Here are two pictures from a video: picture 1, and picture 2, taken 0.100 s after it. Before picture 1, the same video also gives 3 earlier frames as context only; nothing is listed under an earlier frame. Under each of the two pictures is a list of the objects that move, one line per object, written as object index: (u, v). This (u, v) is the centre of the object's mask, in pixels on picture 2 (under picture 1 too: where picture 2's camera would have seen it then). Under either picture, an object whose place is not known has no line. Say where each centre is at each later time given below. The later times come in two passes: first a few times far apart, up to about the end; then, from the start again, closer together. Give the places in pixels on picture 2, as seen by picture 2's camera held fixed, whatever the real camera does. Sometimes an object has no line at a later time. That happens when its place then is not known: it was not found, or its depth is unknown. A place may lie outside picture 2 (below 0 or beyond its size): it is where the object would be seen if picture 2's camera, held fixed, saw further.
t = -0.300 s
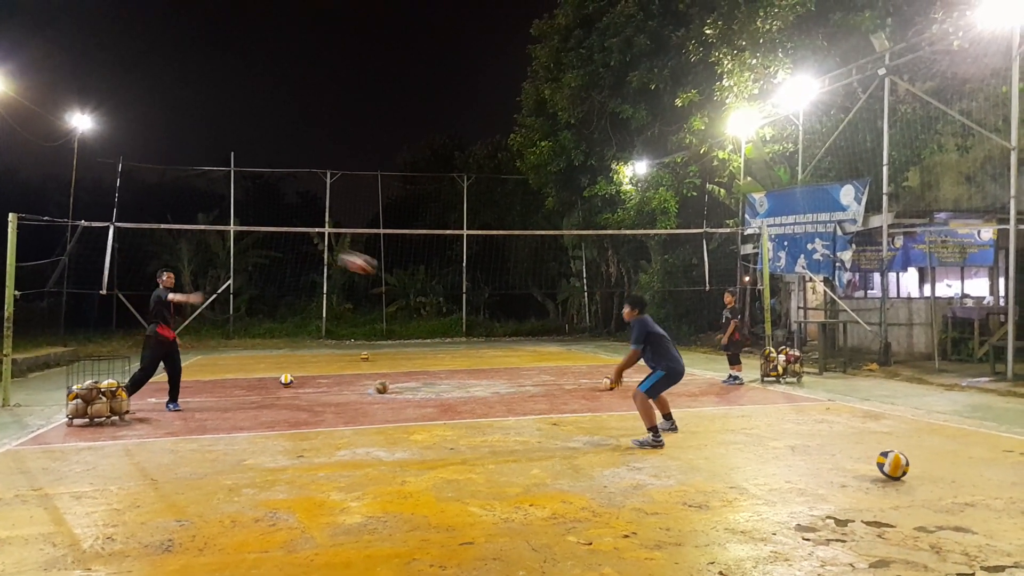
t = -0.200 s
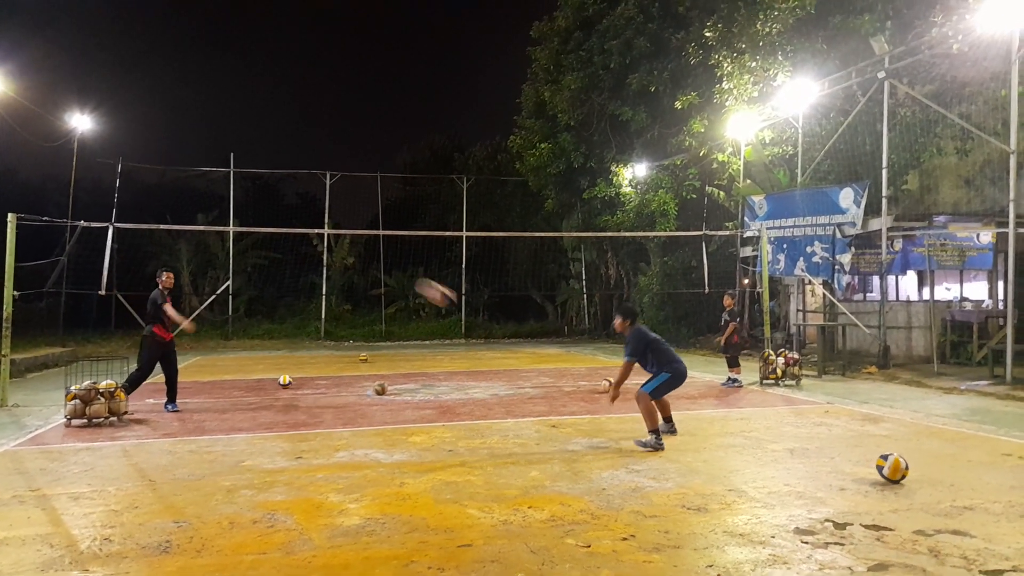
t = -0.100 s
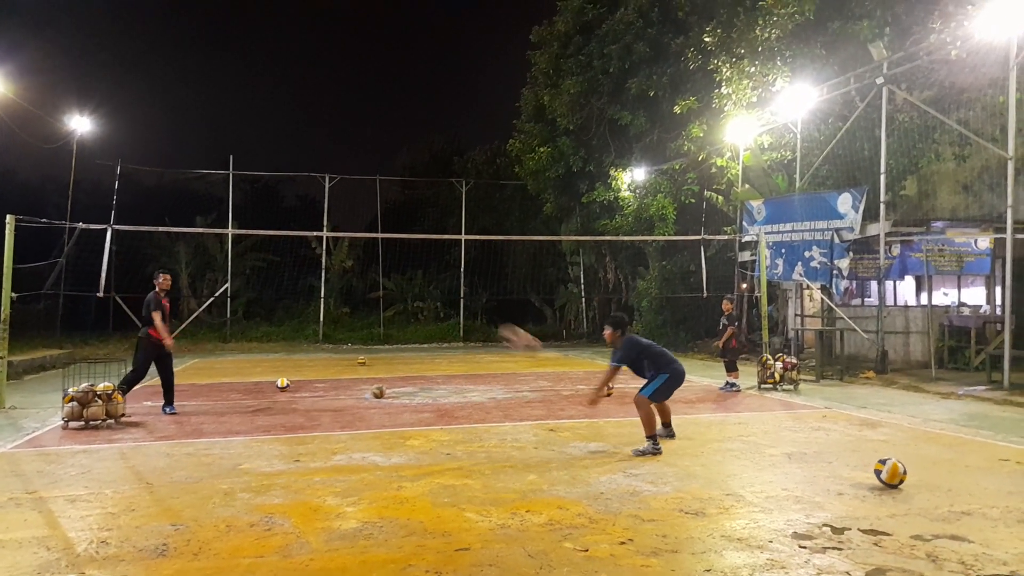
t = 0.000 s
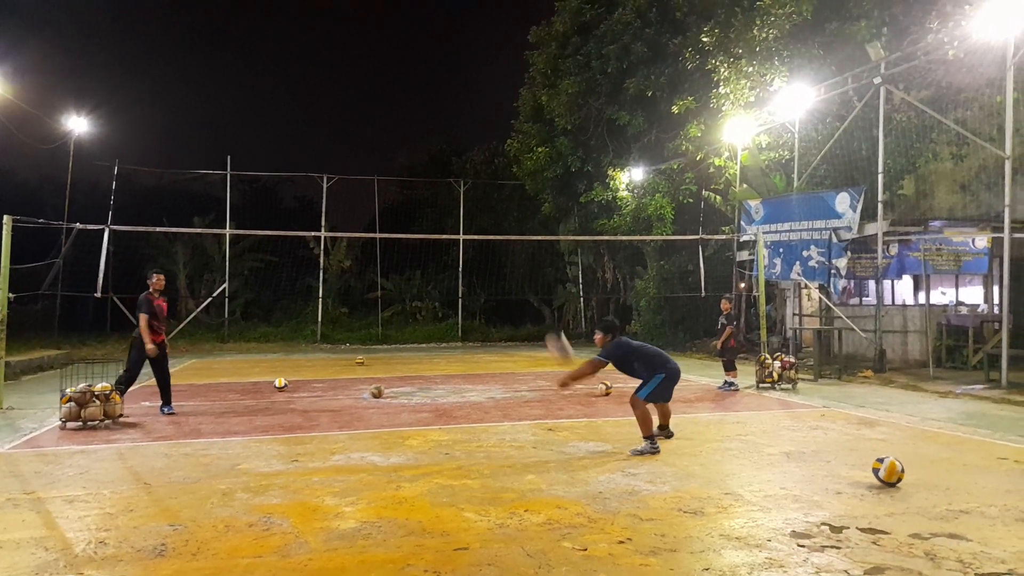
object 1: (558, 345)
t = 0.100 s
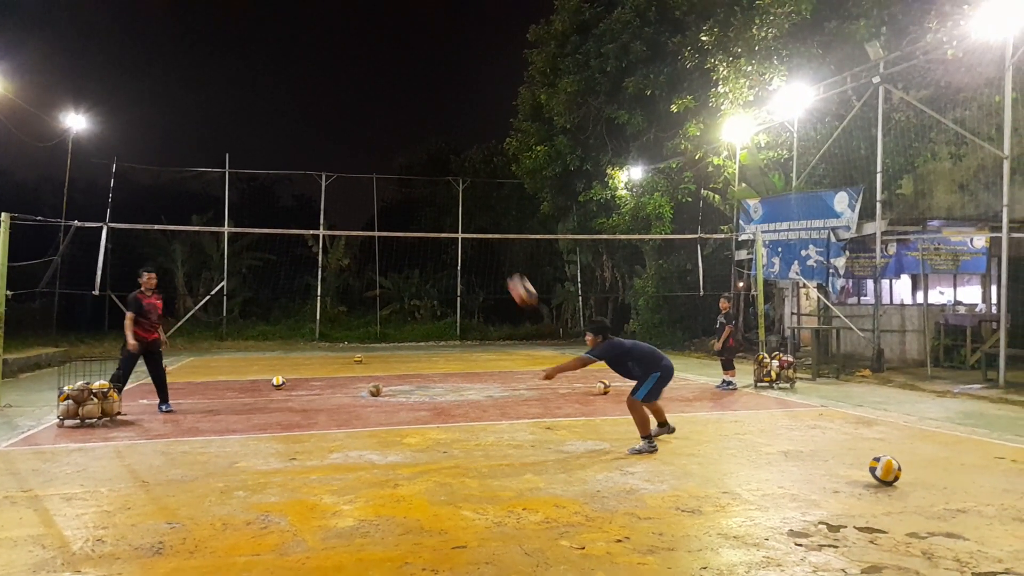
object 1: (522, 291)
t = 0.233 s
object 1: (478, 233)
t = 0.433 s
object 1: (420, 186)
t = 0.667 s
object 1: (362, 180)
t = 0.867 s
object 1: (319, 210)
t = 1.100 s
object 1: (274, 279)
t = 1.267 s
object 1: (244, 347)
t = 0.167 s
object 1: (499, 259)
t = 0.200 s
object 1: (489, 246)
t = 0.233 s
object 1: (478, 233)
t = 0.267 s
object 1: (467, 222)
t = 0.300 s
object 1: (458, 214)
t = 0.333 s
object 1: (447, 204)
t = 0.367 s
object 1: (438, 197)
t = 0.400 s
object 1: (429, 191)
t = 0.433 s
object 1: (420, 186)
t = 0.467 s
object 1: (411, 182)
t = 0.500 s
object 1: (402, 179)
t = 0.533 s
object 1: (394, 178)
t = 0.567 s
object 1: (386, 177)
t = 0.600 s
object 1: (378, 177)
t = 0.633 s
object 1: (370, 178)
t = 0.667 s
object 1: (362, 180)
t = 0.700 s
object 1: (355, 183)
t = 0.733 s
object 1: (347, 187)
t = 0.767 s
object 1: (340, 191)
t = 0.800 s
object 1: (333, 196)
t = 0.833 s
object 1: (327, 202)
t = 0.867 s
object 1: (319, 210)
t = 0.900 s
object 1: (313, 218)
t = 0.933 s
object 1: (306, 226)
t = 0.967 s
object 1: (300, 235)
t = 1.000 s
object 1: (293, 245)
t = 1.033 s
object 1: (286, 256)
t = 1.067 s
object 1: (281, 266)
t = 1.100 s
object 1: (274, 279)
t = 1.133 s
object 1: (268, 292)
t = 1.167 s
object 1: (262, 305)
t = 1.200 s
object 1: (256, 318)
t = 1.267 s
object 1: (244, 347)
